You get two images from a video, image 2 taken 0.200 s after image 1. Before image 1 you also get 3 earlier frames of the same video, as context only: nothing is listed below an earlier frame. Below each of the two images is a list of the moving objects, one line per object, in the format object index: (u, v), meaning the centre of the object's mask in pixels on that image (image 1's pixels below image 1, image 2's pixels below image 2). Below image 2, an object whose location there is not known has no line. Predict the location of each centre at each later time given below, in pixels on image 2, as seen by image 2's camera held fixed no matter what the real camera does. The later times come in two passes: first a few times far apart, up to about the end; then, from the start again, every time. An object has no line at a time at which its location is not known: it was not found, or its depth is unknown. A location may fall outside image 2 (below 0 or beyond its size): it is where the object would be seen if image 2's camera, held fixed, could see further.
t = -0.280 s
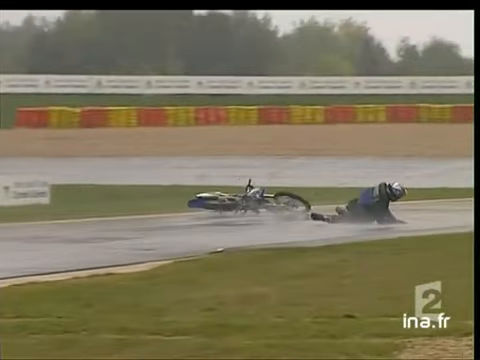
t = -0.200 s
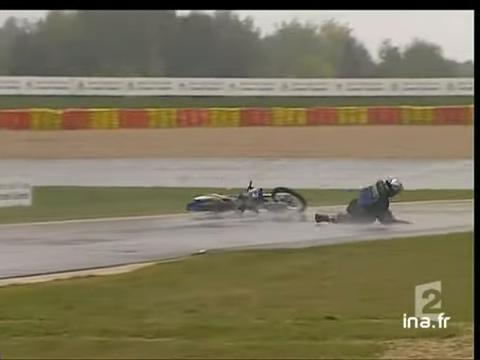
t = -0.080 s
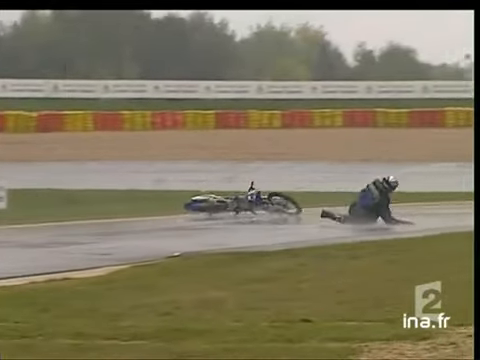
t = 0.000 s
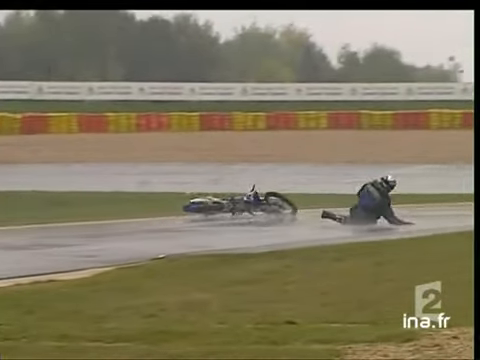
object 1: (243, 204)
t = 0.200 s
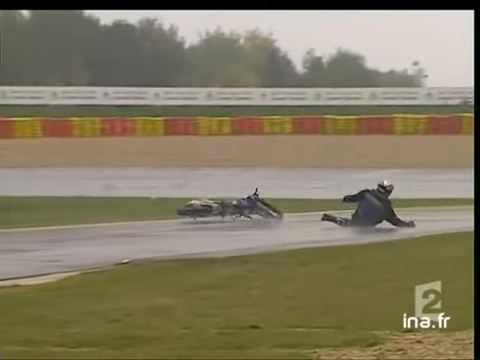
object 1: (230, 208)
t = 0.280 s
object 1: (240, 206)
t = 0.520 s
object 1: (262, 205)
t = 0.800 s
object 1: (282, 205)
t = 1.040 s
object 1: (295, 204)
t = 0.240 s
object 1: (236, 207)
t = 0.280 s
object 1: (240, 206)
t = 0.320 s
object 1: (243, 206)
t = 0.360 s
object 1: (245, 205)
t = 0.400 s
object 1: (250, 206)
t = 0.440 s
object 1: (253, 206)
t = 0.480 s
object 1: (258, 206)
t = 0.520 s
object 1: (262, 205)
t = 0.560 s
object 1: (265, 205)
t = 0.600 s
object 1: (269, 205)
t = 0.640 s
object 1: (273, 204)
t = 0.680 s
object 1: (276, 205)
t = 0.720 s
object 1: (278, 205)
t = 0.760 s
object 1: (281, 205)
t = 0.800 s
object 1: (282, 205)
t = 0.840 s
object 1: (285, 205)
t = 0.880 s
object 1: (287, 205)
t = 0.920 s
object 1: (291, 205)
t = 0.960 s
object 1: (292, 204)
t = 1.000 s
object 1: (294, 204)
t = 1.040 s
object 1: (295, 204)
